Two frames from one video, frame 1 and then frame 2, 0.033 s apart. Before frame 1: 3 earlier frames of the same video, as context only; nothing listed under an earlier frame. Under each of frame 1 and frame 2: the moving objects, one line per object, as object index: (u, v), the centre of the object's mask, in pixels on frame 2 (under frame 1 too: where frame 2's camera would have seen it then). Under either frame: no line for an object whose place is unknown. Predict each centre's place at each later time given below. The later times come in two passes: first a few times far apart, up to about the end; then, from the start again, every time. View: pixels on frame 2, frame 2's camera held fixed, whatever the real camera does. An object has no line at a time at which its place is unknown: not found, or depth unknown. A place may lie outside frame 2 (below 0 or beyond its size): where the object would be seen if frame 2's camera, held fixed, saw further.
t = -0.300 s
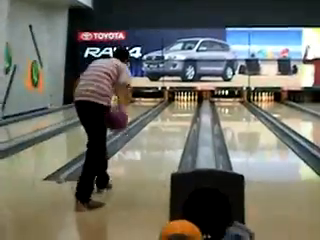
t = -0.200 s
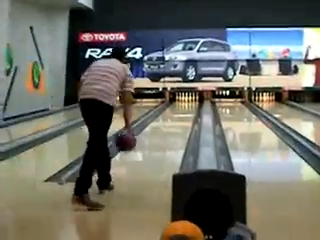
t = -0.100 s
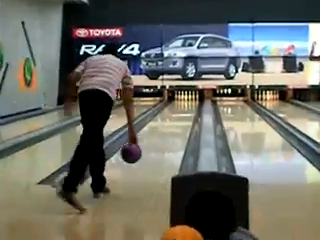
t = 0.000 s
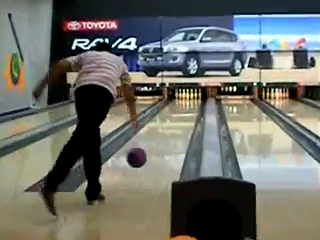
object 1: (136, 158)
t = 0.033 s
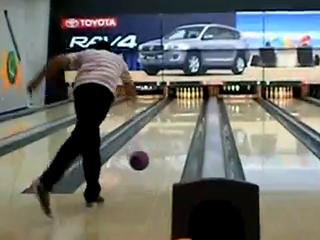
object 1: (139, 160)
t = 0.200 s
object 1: (150, 159)
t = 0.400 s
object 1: (158, 148)
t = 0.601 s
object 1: (164, 138)
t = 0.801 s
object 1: (169, 130)
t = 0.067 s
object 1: (142, 163)
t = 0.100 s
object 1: (144, 166)
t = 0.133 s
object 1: (146, 166)
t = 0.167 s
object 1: (148, 162)
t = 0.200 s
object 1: (150, 159)
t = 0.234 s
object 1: (151, 157)
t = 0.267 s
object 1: (153, 156)
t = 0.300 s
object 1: (154, 154)
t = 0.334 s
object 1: (156, 152)
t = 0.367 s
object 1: (157, 150)
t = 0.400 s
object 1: (158, 148)
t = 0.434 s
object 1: (160, 146)
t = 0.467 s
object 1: (161, 144)
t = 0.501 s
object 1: (162, 143)
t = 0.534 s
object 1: (163, 141)
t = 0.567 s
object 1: (164, 139)
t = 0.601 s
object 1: (164, 138)
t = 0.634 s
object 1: (165, 137)
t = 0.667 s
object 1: (166, 135)
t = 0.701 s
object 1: (167, 134)
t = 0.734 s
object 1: (168, 132)
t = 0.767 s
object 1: (168, 131)
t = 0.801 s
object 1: (169, 130)
